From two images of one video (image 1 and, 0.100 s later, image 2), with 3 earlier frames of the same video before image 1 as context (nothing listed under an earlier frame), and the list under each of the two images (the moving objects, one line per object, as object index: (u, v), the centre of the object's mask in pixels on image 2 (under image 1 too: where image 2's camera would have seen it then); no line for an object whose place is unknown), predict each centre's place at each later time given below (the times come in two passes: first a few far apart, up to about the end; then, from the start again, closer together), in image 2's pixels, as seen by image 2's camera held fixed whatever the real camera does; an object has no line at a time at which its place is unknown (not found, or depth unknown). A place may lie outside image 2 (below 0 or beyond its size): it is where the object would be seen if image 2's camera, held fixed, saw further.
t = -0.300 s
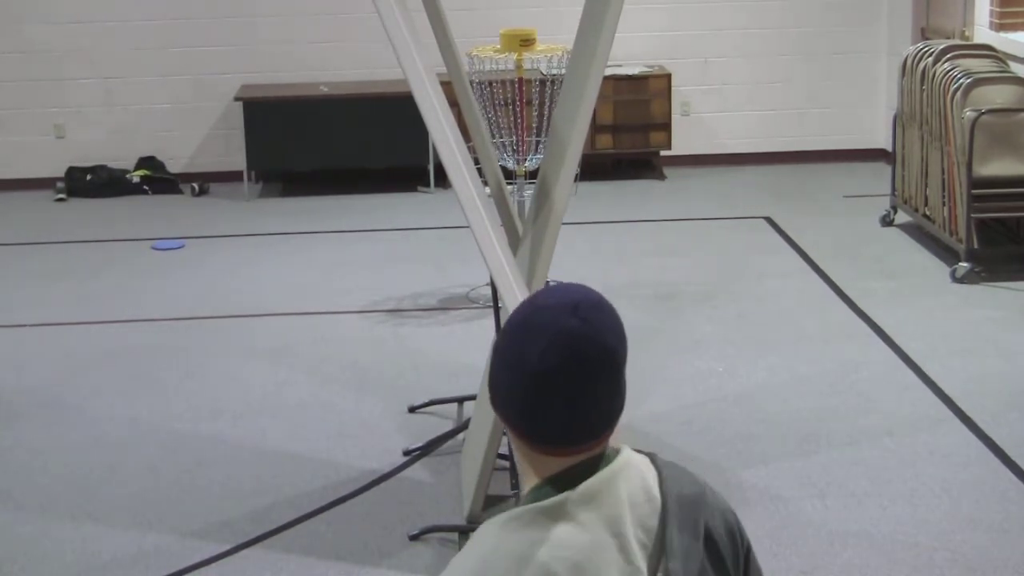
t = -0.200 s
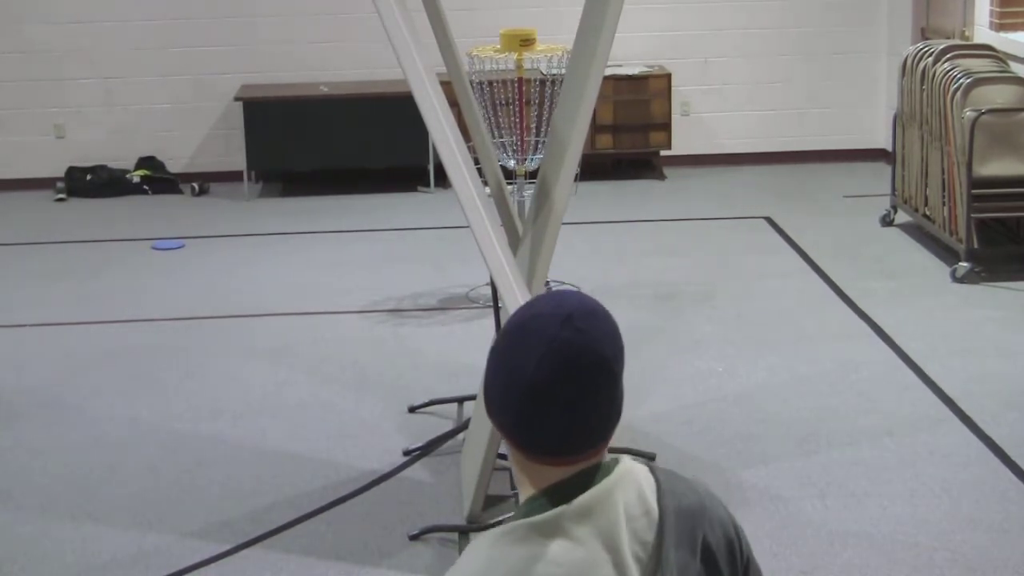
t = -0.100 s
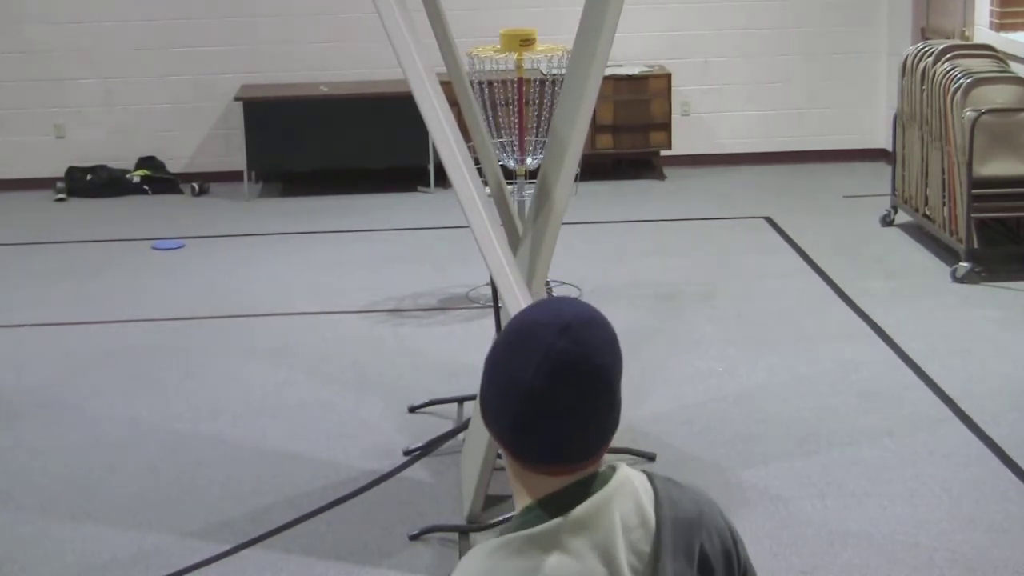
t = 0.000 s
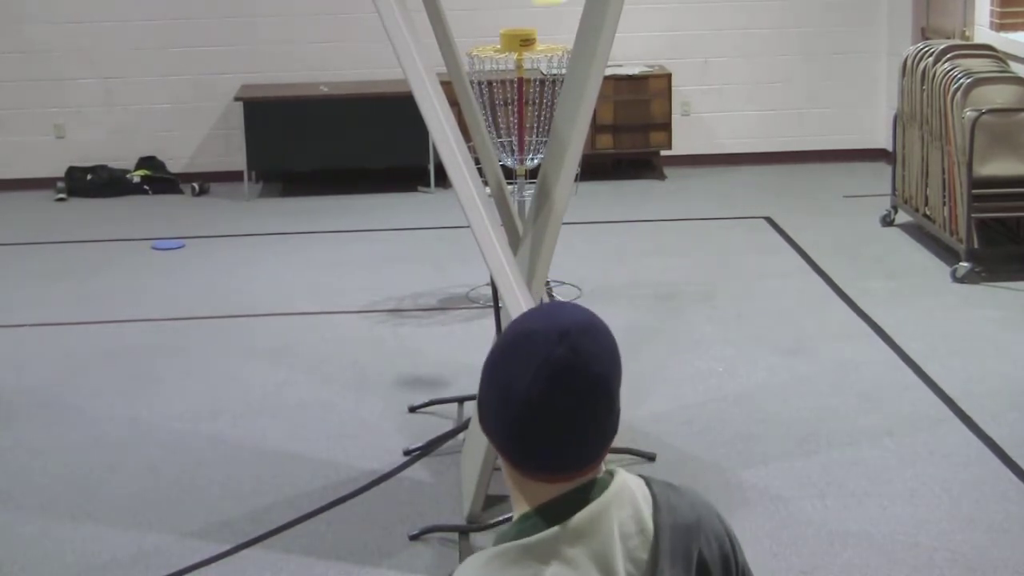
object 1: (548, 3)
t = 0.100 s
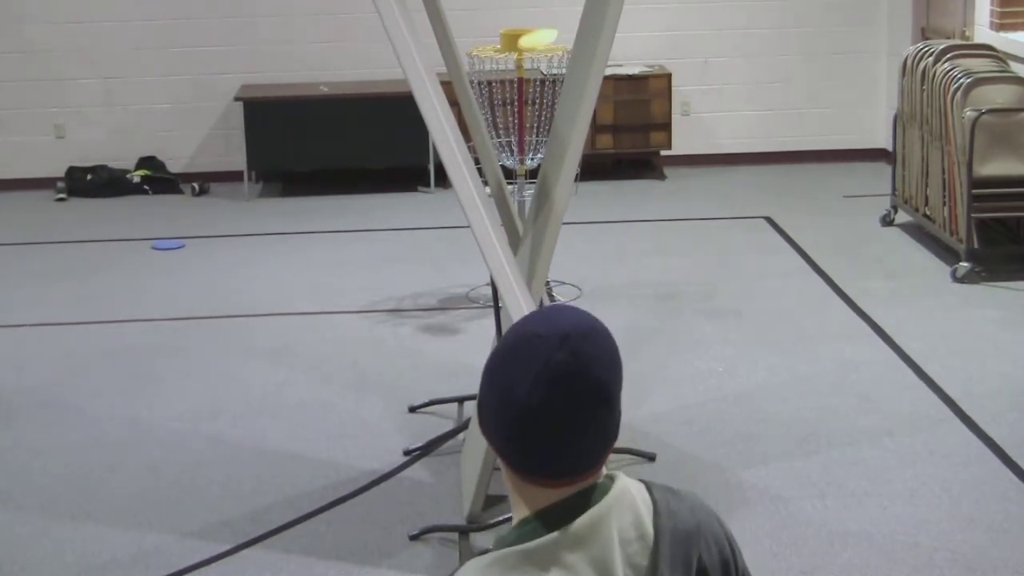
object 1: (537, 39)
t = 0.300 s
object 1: (554, 84)
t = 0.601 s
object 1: (606, 305)
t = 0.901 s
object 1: (638, 333)
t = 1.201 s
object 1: (640, 344)
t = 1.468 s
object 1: (642, 345)
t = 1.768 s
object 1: (646, 346)
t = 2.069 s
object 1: (646, 346)
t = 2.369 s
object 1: (646, 346)
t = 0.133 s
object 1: (535, 50)
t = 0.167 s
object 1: (546, 51)
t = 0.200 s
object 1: (551, 56)
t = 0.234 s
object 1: (553, 64)
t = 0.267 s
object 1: (553, 74)
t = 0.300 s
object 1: (554, 84)
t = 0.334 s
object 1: (553, 98)
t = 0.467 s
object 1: (588, 188)
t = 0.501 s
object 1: (590, 213)
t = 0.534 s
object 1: (594, 244)
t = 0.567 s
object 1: (599, 276)
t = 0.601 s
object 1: (606, 305)
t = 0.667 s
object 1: (628, 339)
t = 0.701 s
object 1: (626, 330)
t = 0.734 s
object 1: (625, 325)
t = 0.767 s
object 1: (626, 323)
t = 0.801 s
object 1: (628, 322)
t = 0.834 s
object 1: (632, 325)
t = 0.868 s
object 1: (635, 329)
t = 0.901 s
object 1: (638, 333)
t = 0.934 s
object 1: (638, 335)
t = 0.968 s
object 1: (639, 337)
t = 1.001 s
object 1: (638, 344)
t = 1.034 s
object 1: (638, 347)
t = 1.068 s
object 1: (639, 346)
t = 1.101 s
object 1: (640, 343)
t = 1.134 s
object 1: (640, 342)
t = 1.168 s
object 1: (640, 342)
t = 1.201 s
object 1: (640, 344)
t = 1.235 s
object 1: (640, 346)
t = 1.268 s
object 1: (640, 346)
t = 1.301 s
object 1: (641, 344)
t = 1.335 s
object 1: (641, 344)
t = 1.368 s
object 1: (641, 344)
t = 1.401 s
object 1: (642, 346)
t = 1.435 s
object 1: (642, 346)
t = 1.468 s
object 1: (642, 345)
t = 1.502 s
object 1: (643, 345)
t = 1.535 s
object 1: (643, 346)
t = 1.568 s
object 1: (644, 346)
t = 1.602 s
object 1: (644, 345)
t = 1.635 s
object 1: (645, 346)
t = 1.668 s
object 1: (645, 346)
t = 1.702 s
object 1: (645, 346)
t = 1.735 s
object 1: (645, 346)
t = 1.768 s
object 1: (646, 346)
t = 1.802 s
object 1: (646, 346)
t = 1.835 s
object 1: (646, 346)
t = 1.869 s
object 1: (646, 346)
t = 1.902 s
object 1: (646, 346)
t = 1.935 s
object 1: (646, 346)
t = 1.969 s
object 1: (646, 346)
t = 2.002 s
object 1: (646, 346)
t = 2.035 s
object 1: (646, 346)
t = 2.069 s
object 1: (646, 346)
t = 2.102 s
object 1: (646, 346)
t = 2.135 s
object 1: (646, 346)
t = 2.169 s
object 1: (646, 346)
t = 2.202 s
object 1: (646, 346)
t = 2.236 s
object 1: (646, 346)
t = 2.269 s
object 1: (646, 346)
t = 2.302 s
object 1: (646, 346)
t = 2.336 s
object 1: (646, 346)
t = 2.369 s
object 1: (646, 346)
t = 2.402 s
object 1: (646, 346)
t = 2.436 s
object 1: (646, 346)
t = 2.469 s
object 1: (646, 346)
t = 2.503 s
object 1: (646, 346)
